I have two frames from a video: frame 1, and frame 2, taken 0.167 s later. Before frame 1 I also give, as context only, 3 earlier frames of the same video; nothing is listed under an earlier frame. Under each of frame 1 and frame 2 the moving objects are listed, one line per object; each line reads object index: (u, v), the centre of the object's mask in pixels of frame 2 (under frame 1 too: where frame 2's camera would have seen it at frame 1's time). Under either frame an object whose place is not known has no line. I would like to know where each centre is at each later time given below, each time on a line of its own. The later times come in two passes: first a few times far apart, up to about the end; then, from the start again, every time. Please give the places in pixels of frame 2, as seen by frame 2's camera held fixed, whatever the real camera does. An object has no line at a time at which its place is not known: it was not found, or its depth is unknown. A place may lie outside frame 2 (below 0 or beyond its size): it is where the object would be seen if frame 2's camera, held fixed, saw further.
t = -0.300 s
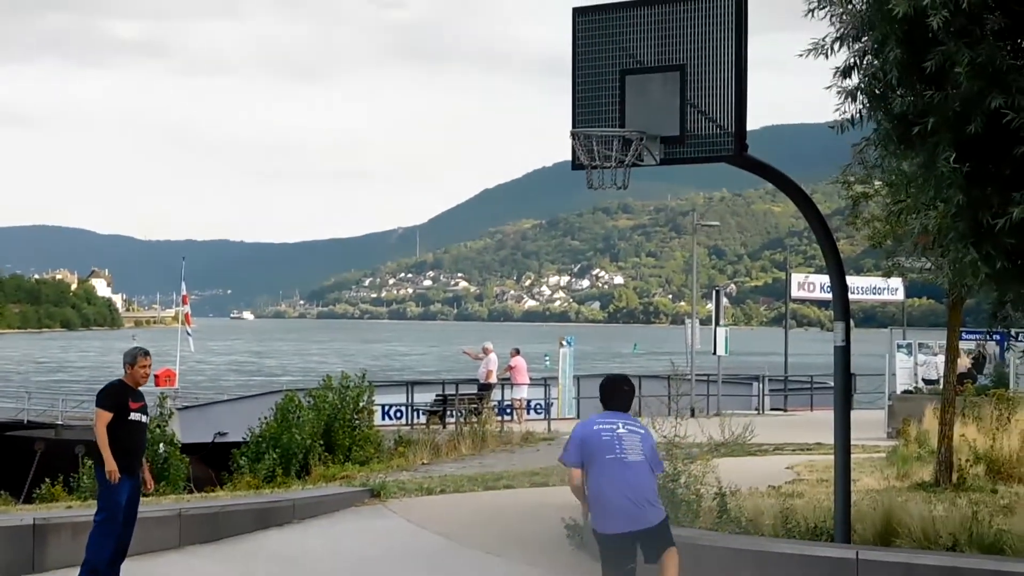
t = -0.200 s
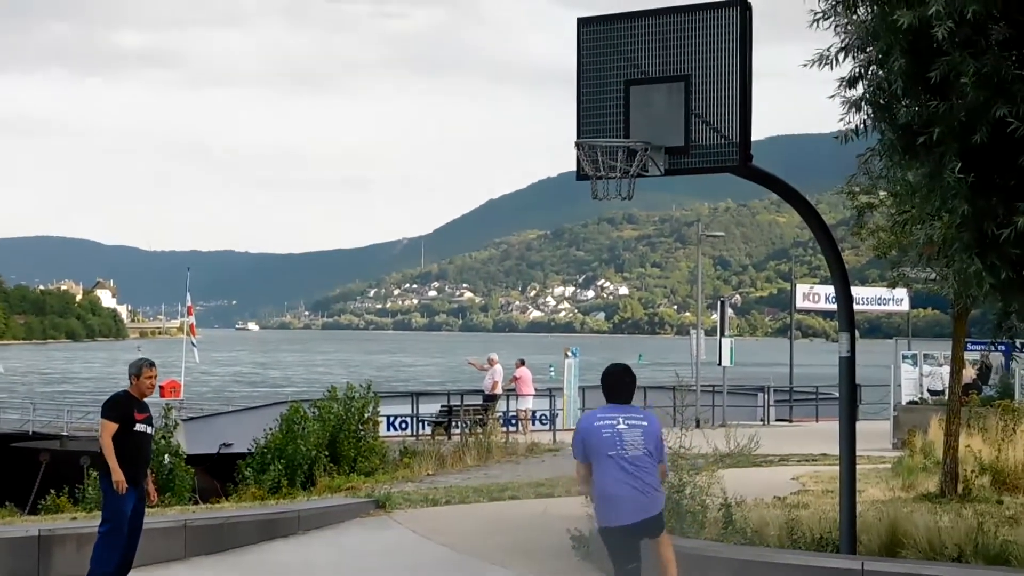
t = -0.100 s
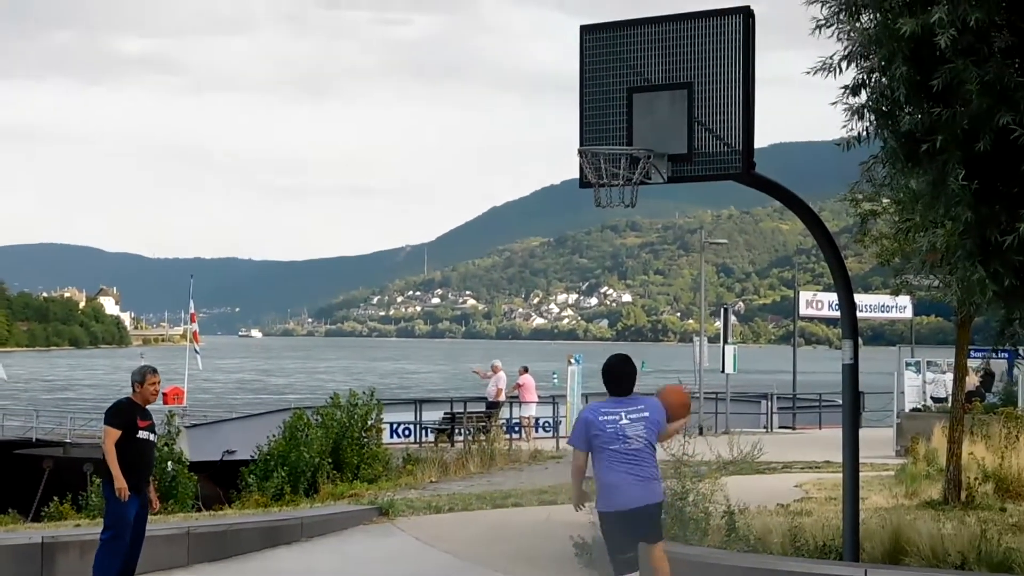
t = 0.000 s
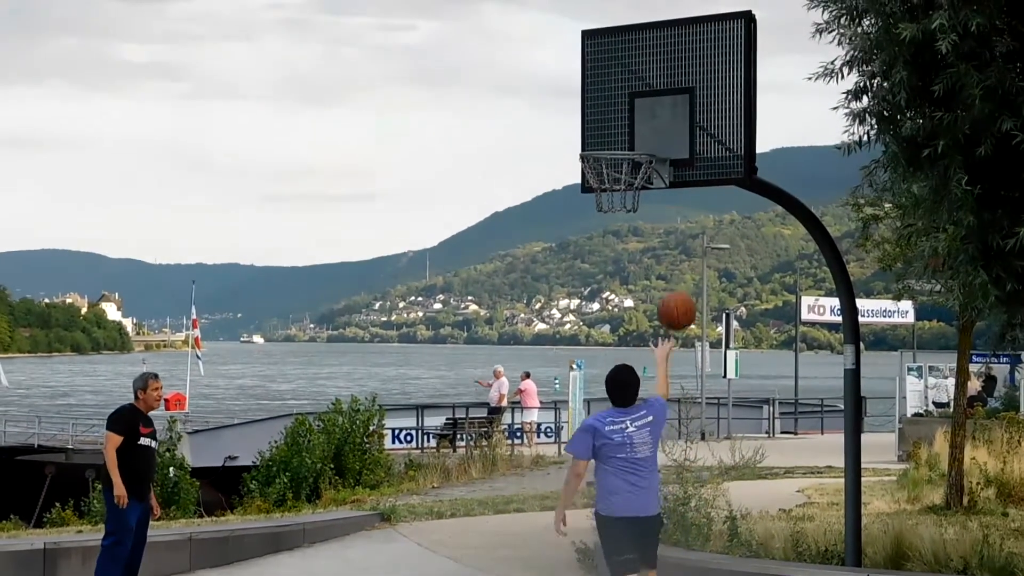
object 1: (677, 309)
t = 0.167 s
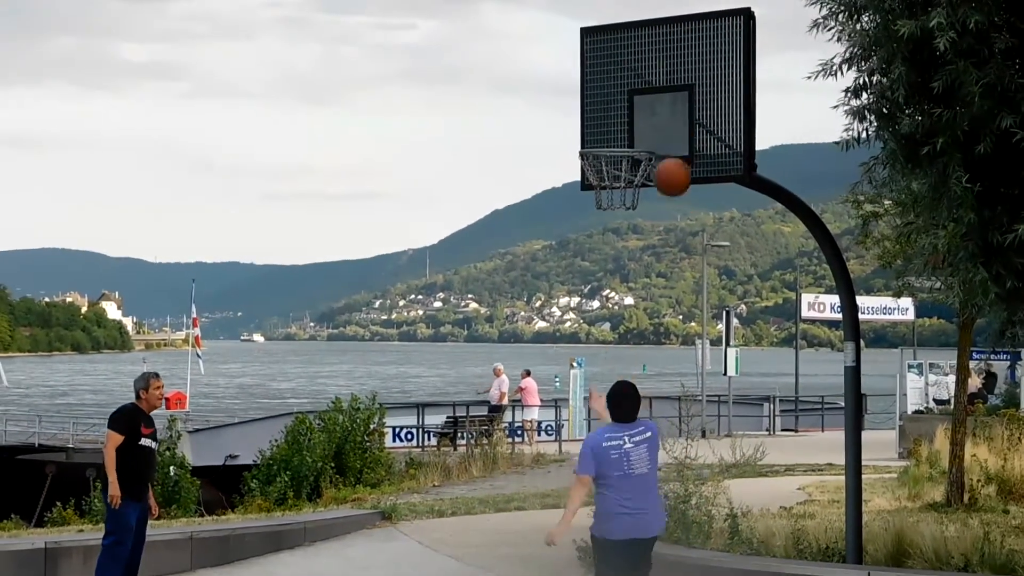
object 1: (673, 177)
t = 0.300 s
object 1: (668, 108)
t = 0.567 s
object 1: (651, 53)
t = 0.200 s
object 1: (671, 156)
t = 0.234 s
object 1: (670, 139)
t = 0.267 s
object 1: (669, 123)
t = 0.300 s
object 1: (668, 108)
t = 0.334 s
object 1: (667, 96)
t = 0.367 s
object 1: (666, 85)
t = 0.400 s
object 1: (665, 76)
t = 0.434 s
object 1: (665, 69)
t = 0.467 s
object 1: (663, 64)
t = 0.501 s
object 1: (663, 61)
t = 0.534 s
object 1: (658, 56)
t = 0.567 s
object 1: (651, 53)
